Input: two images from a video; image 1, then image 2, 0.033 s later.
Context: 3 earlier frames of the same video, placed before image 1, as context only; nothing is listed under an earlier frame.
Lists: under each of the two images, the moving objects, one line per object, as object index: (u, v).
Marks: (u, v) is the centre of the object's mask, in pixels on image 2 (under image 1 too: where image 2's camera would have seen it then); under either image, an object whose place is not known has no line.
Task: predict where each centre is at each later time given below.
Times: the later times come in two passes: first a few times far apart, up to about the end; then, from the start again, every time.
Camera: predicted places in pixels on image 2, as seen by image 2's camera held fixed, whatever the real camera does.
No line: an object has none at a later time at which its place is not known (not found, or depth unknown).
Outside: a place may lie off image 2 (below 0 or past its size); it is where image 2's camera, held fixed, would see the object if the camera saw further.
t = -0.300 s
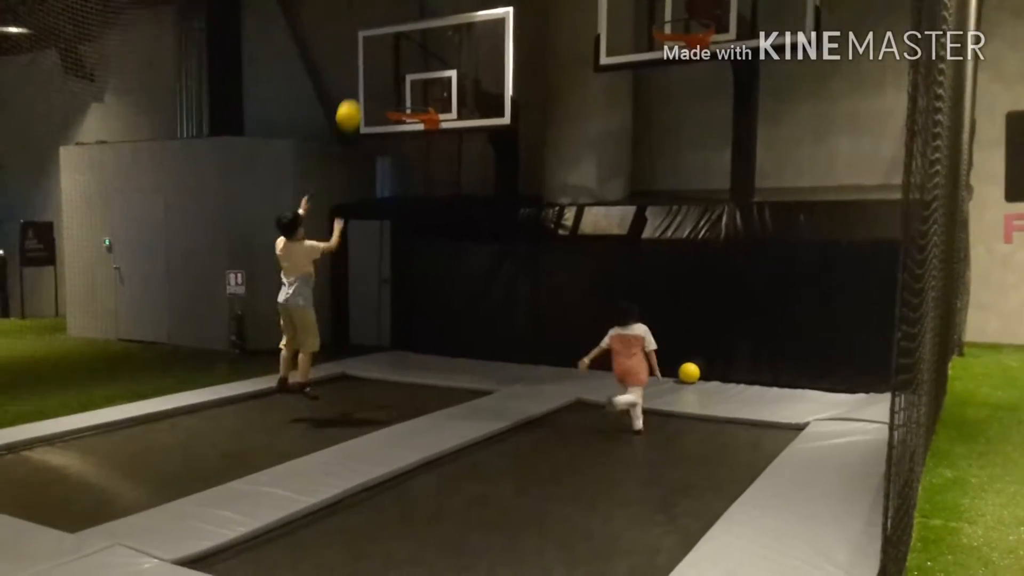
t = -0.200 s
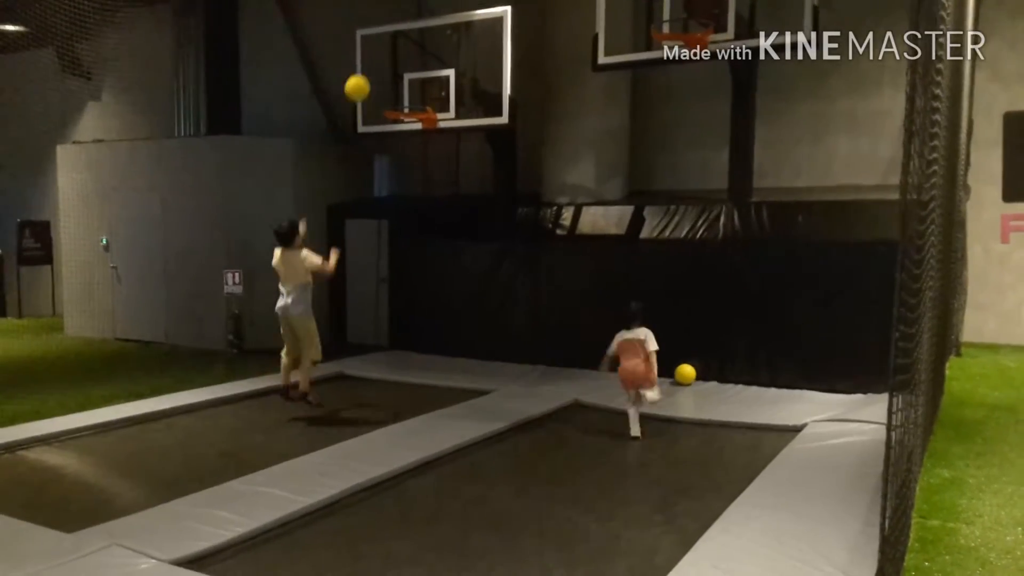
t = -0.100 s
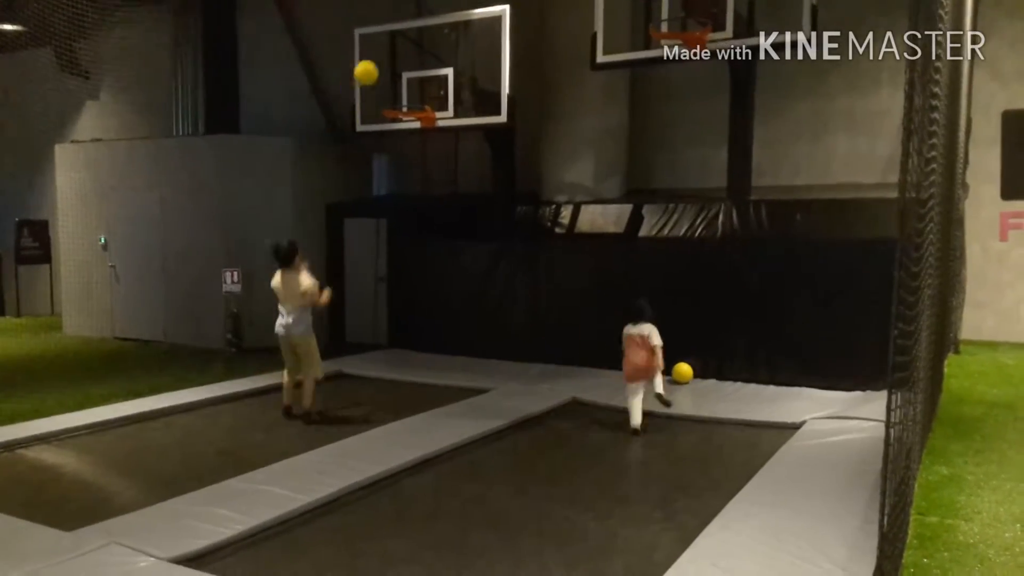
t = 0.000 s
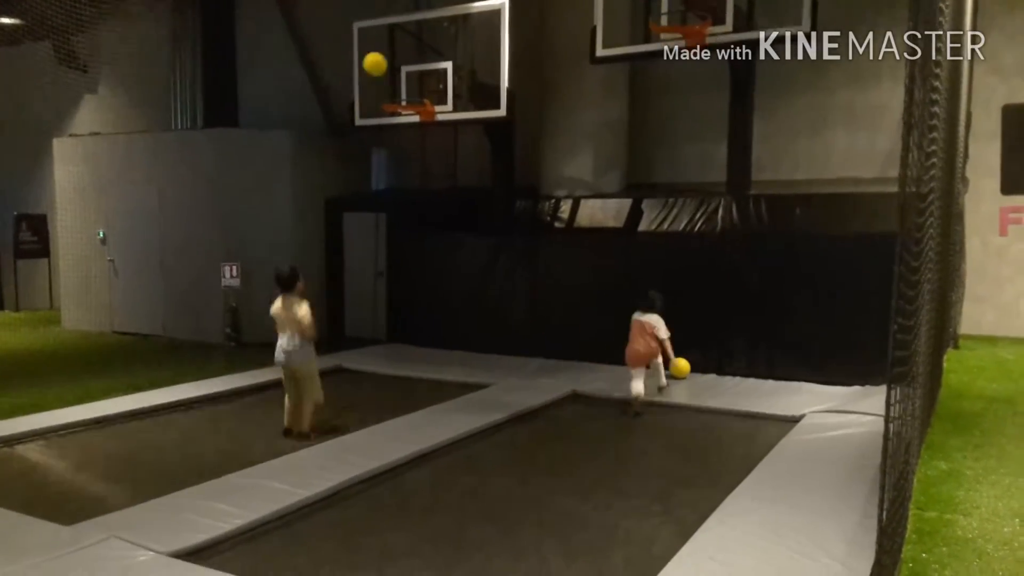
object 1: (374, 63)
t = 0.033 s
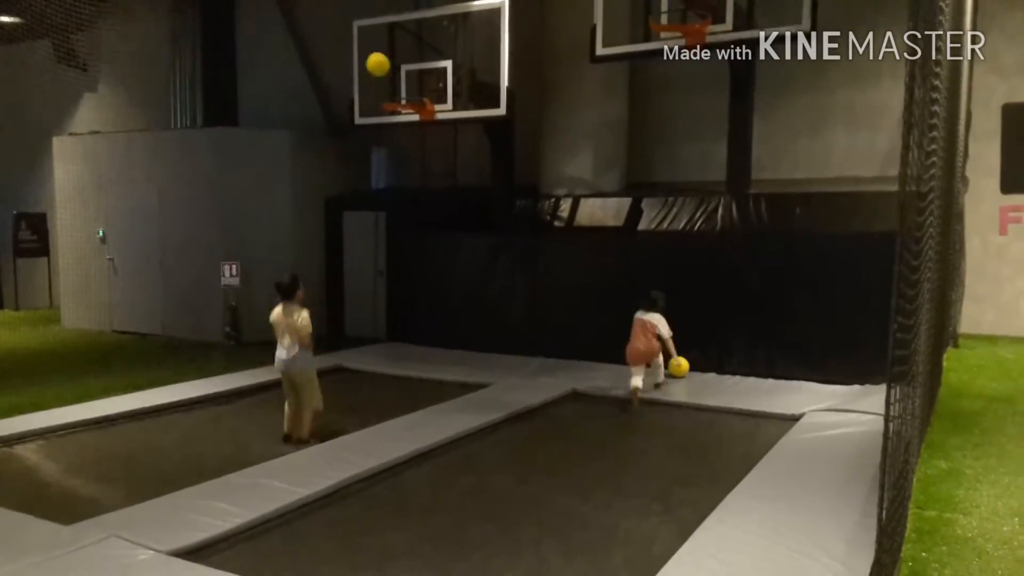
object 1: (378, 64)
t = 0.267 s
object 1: (399, 88)
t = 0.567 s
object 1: (425, 91)
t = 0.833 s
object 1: (443, 96)
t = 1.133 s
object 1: (452, 174)
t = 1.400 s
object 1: (457, 318)
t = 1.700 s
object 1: (460, 320)
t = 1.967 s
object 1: (461, 300)
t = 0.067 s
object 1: (381, 67)
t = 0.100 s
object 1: (384, 71)
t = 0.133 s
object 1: (387, 76)
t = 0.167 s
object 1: (390, 82)
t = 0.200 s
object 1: (393, 88)
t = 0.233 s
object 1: (396, 93)
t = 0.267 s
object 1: (399, 88)
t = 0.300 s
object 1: (402, 85)
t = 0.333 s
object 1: (405, 82)
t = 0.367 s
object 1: (408, 80)
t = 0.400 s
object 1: (410, 80)
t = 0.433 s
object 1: (414, 80)
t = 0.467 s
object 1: (416, 81)
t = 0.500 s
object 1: (419, 84)
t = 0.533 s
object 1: (423, 88)
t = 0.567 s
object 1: (425, 91)
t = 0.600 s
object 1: (428, 89)
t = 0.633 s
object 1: (430, 87)
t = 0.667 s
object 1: (432, 86)
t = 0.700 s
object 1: (434, 86)
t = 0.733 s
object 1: (436, 87)
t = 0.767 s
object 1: (439, 89)
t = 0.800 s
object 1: (440, 92)
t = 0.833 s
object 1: (443, 96)
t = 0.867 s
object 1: (445, 101)
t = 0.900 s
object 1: (446, 106)
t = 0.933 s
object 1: (447, 112)
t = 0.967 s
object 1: (448, 120)
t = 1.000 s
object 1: (449, 129)
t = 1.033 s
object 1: (450, 137)
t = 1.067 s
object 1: (450, 149)
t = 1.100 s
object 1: (451, 161)
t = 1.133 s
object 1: (452, 174)
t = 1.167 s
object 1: (453, 188)
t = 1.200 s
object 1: (454, 204)
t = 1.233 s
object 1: (454, 221)
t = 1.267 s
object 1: (455, 238)
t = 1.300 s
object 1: (456, 257)
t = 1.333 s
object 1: (456, 276)
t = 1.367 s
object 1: (457, 296)
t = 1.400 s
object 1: (457, 318)
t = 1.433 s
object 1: (458, 339)
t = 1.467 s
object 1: (458, 361)
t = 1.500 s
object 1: (459, 378)
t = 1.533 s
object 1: (459, 367)
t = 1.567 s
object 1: (459, 356)
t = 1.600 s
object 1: (459, 345)
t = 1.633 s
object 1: (459, 336)
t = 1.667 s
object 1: (460, 328)
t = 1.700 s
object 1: (460, 320)
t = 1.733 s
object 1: (460, 314)
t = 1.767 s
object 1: (460, 309)
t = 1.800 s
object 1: (461, 304)
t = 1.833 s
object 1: (461, 301)
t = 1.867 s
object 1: (461, 299)
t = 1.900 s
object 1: (461, 299)
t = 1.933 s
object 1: (462, 299)
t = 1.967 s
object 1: (461, 300)
